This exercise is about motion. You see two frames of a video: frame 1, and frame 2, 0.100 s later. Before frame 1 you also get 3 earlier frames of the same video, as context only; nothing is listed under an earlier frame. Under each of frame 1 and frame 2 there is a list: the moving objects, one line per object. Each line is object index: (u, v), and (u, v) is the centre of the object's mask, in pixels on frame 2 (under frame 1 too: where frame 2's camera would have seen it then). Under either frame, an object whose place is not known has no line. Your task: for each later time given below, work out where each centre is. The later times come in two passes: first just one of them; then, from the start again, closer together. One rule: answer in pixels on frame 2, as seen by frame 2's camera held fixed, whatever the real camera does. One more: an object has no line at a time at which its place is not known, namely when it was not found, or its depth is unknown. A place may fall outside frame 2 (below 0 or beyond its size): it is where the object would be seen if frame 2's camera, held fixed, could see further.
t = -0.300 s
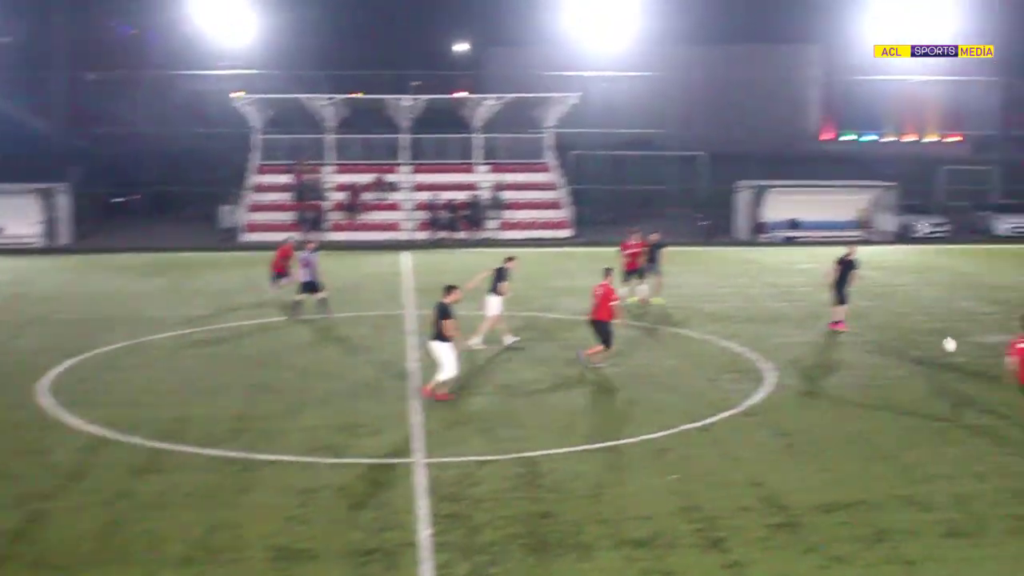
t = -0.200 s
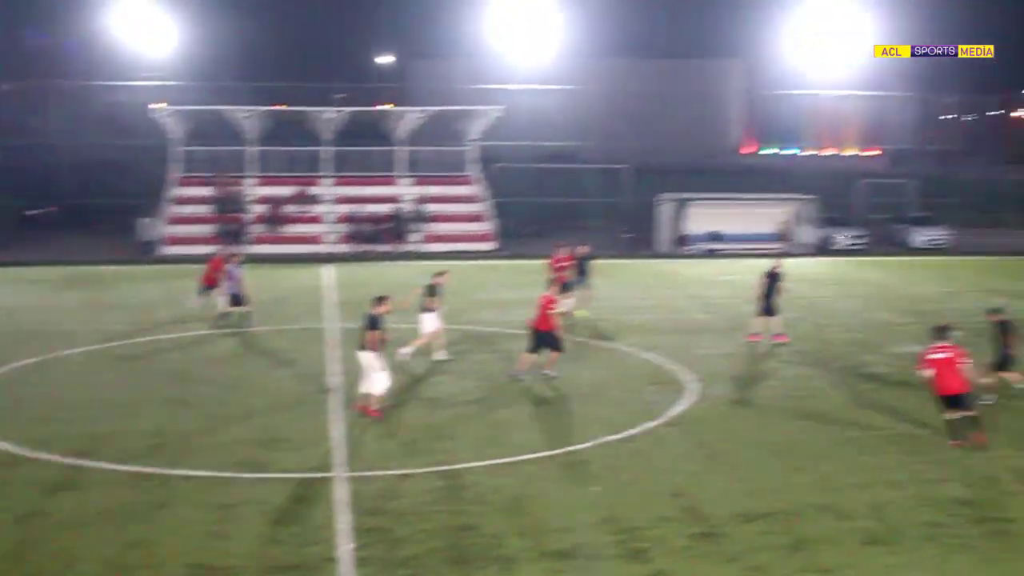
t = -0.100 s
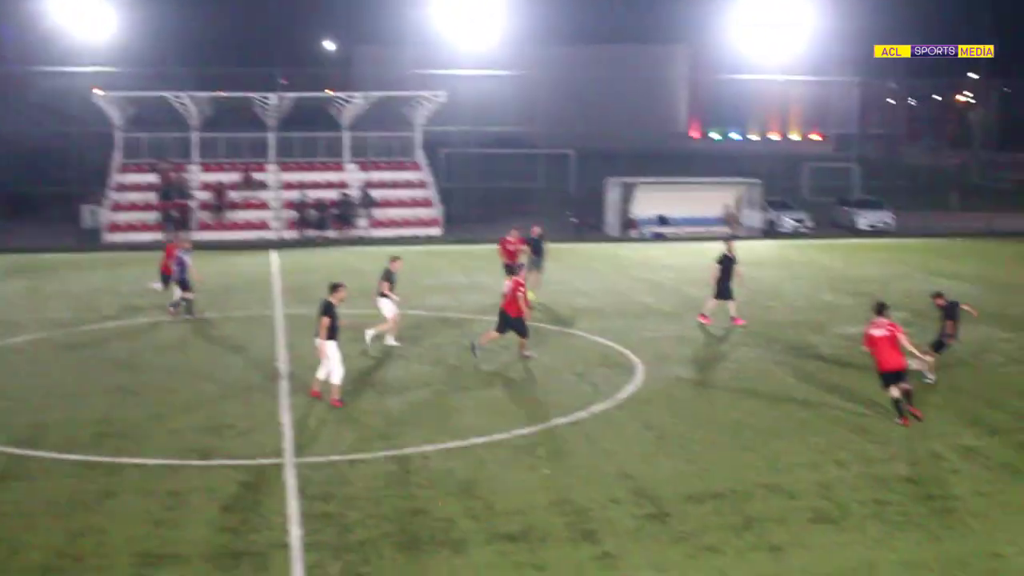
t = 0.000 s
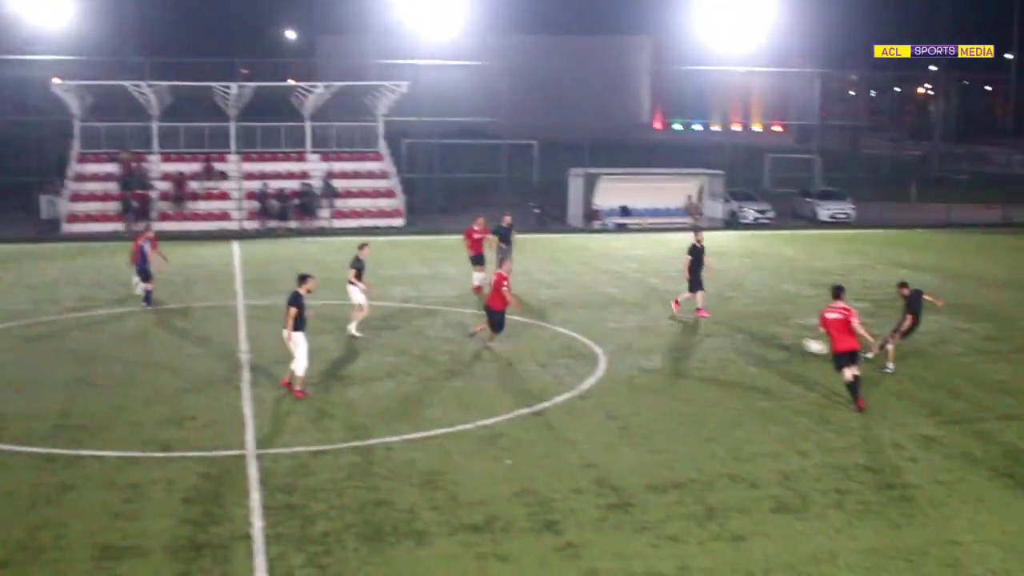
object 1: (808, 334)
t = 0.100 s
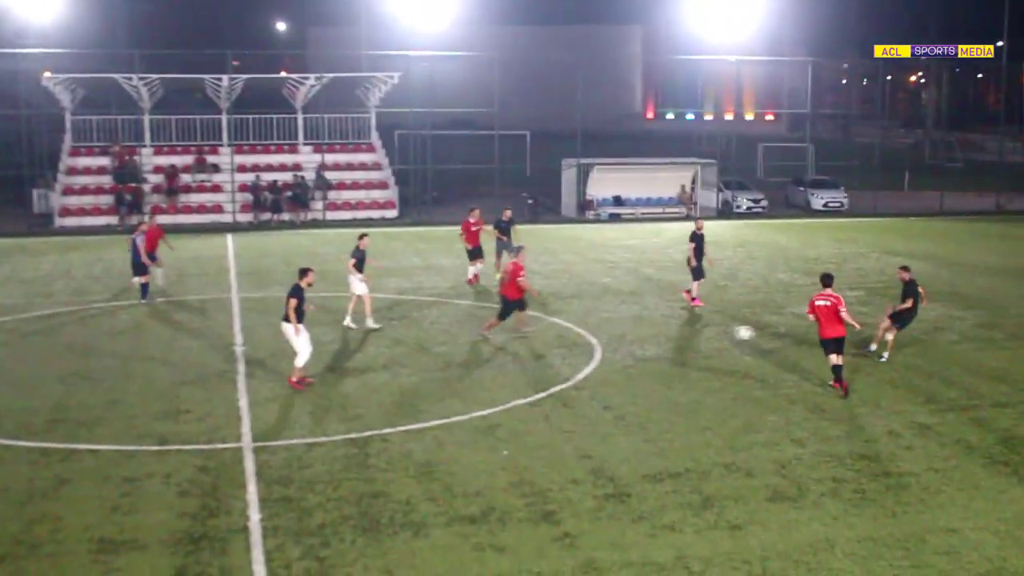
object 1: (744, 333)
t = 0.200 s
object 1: (679, 337)
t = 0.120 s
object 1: (731, 333)
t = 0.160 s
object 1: (706, 335)
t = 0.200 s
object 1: (679, 337)
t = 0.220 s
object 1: (665, 339)
